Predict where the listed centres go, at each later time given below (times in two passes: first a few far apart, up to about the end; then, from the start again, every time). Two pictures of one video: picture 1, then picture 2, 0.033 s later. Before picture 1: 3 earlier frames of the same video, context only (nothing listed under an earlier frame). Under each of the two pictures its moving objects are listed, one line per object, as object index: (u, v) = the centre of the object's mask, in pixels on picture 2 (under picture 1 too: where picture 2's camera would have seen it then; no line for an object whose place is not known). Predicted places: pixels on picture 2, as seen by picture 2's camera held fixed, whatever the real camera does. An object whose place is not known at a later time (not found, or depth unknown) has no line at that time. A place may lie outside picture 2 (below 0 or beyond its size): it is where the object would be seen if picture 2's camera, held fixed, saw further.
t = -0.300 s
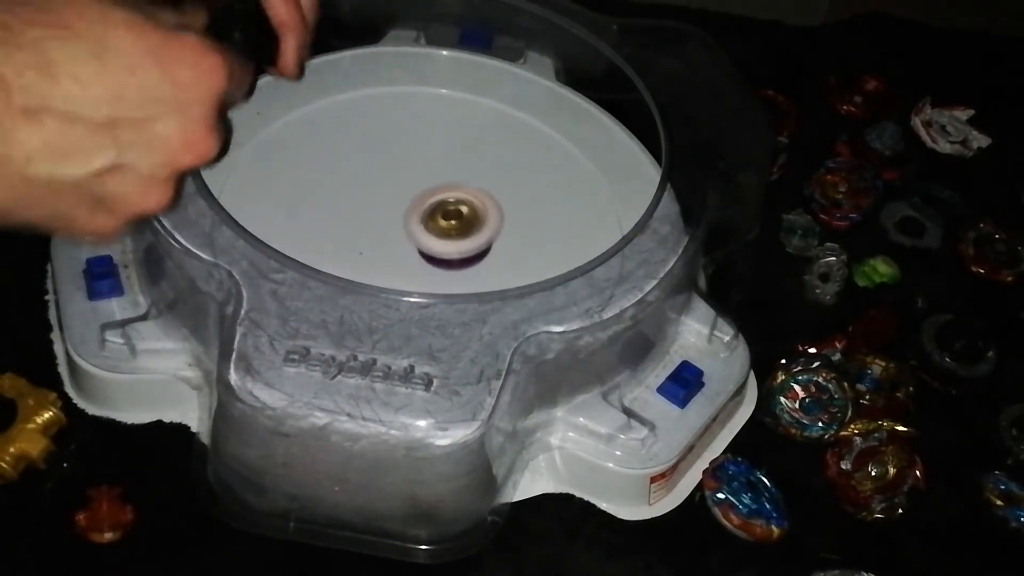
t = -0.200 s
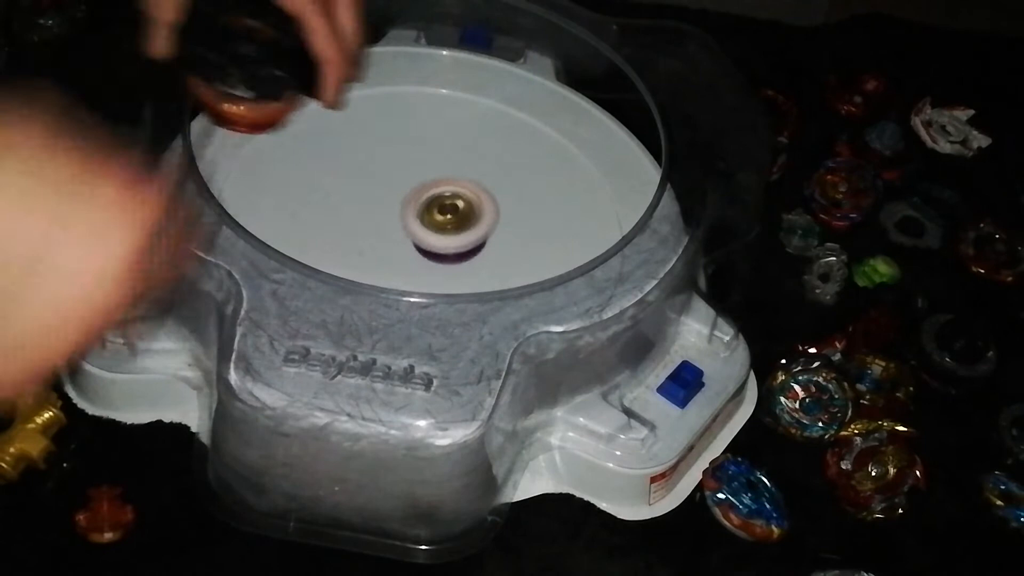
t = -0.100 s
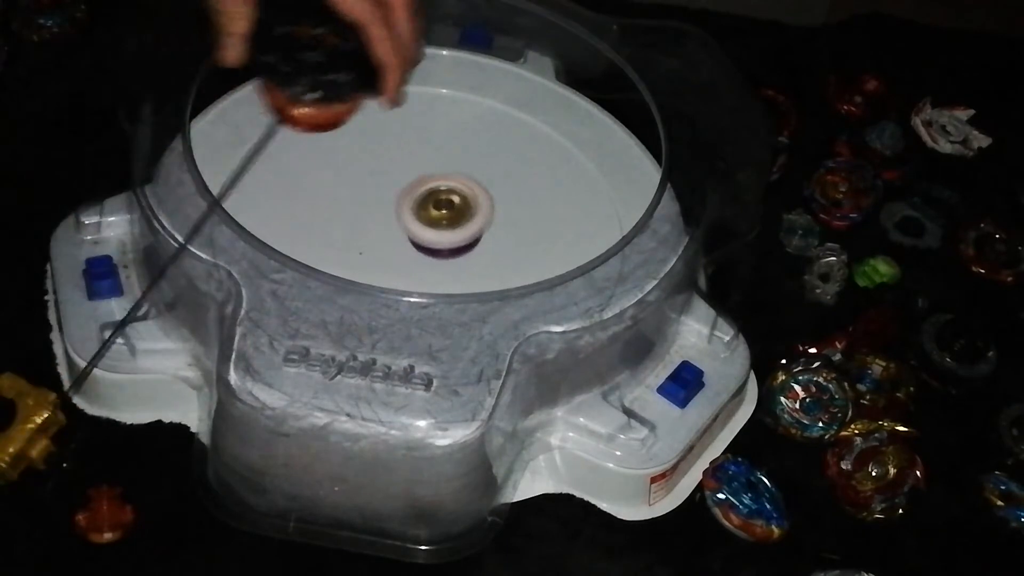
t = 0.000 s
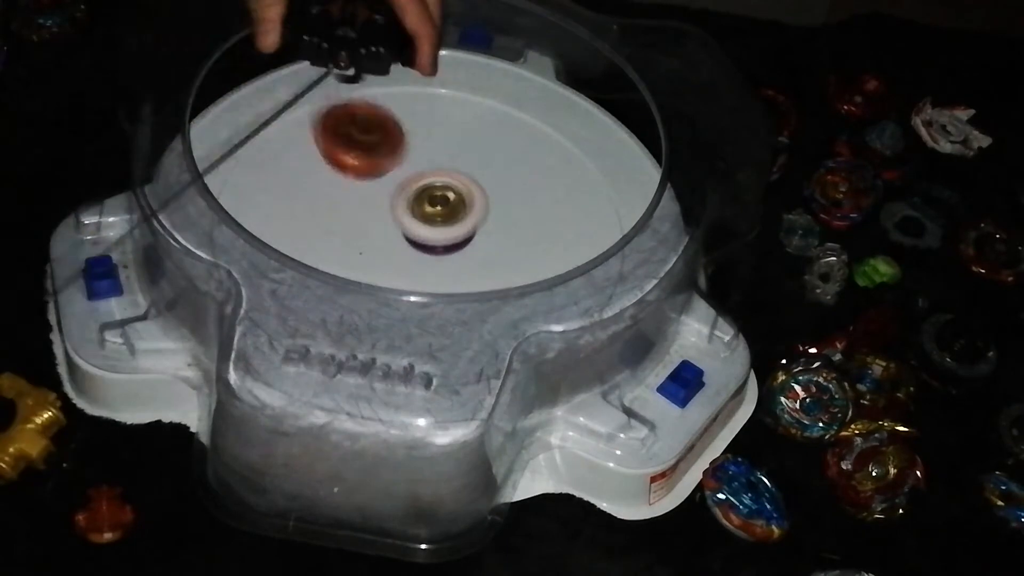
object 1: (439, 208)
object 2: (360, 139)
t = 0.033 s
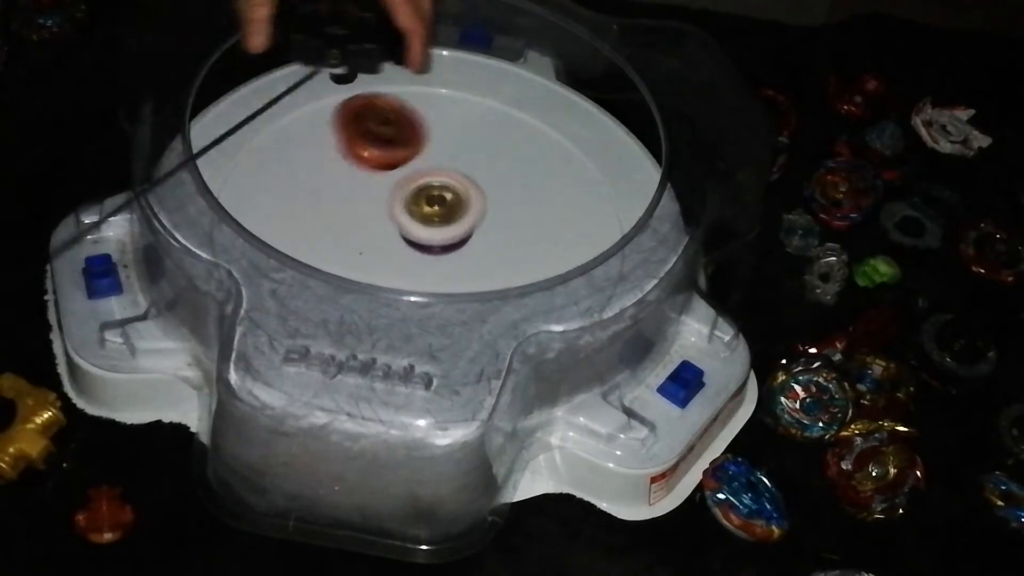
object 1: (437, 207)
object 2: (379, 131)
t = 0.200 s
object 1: (428, 210)
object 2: (460, 131)
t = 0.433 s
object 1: (418, 217)
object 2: (487, 159)
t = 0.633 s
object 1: (392, 238)
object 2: (512, 171)
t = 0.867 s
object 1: (385, 243)
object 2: (528, 209)
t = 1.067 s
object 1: (382, 239)
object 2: (507, 249)
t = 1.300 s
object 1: (374, 230)
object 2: (476, 281)
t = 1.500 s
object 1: (367, 195)
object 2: (433, 305)
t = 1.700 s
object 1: (372, 183)
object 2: (373, 281)
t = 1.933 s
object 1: (375, 181)
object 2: (319, 237)
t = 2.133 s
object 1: (383, 170)
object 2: (308, 215)
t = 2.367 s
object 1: (438, 145)
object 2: (302, 213)
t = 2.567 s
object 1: (449, 143)
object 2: (341, 199)
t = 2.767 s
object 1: (462, 144)
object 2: (380, 193)
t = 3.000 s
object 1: (474, 146)
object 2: (432, 214)
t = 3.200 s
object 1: (481, 153)
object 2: (475, 230)
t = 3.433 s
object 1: (480, 175)
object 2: (500, 249)
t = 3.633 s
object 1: (476, 194)
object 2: (499, 263)
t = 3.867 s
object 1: (467, 204)
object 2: (470, 295)
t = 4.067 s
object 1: (459, 215)
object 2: (421, 281)
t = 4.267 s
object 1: (456, 218)
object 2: (375, 256)
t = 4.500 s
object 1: (455, 220)
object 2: (351, 211)
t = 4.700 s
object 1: (452, 223)
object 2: (358, 172)
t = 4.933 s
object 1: (450, 225)
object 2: (395, 155)
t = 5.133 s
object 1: (458, 240)
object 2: (426, 155)
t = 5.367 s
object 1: (460, 258)
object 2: (451, 174)
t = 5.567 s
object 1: (460, 264)
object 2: (444, 175)
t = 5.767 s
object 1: (459, 266)
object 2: (438, 198)
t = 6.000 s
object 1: (455, 265)
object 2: (406, 194)
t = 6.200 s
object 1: (447, 265)
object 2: (389, 191)
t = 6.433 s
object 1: (437, 266)
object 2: (374, 177)
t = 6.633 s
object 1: (427, 265)
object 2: (382, 182)
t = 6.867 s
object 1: (417, 265)
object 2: (404, 198)
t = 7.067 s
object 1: (410, 268)
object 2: (414, 193)
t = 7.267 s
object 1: (402, 284)
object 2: (423, 193)
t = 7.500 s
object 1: (394, 285)
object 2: (422, 173)
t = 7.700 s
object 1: (396, 265)
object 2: (425, 184)
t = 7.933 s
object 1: (395, 256)
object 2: (432, 185)
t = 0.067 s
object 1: (434, 206)
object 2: (398, 130)
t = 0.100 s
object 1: (432, 206)
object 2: (417, 131)
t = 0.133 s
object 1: (431, 207)
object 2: (434, 131)
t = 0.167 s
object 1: (430, 209)
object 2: (448, 131)
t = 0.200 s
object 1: (428, 210)
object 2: (460, 131)
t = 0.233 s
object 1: (427, 211)
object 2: (469, 132)
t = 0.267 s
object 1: (425, 212)
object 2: (476, 134)
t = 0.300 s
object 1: (423, 213)
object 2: (481, 137)
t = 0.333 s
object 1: (421, 214)
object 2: (484, 141)
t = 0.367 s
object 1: (419, 215)
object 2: (486, 146)
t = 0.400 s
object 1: (419, 216)
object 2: (487, 152)
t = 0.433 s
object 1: (418, 217)
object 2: (487, 159)
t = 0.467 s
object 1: (417, 218)
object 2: (487, 165)
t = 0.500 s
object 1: (415, 220)
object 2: (487, 171)
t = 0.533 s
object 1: (406, 228)
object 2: (494, 170)
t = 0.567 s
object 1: (400, 232)
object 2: (501, 169)
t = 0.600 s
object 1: (396, 235)
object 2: (507, 170)
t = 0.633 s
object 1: (392, 238)
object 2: (512, 171)
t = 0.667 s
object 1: (390, 240)
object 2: (516, 174)
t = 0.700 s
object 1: (387, 241)
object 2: (520, 178)
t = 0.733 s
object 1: (386, 242)
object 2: (523, 183)
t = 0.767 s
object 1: (385, 243)
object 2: (526, 189)
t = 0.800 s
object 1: (385, 243)
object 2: (528, 195)
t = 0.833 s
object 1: (385, 243)
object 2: (528, 202)
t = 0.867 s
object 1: (385, 243)
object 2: (528, 209)
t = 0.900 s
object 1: (384, 242)
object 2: (527, 216)
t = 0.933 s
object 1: (384, 241)
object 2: (525, 223)
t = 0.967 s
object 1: (383, 241)
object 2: (522, 230)
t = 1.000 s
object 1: (383, 240)
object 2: (518, 237)
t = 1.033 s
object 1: (382, 240)
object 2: (513, 244)
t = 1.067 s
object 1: (382, 239)
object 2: (507, 249)
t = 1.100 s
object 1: (382, 239)
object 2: (501, 254)
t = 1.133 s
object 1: (382, 239)
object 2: (494, 257)
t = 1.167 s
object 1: (382, 239)
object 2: (488, 260)
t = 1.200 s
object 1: (382, 239)
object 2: (482, 262)
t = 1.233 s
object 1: (384, 239)
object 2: (476, 264)
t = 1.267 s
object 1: (384, 238)
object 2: (471, 267)
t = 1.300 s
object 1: (374, 230)
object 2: (476, 281)
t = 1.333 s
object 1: (363, 216)
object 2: (476, 294)
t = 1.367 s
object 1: (363, 211)
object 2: (471, 294)
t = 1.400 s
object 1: (364, 207)
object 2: (463, 295)
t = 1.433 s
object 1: (366, 203)
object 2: (453, 305)
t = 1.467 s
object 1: (367, 199)
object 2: (444, 305)
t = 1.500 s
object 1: (367, 195)
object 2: (433, 305)
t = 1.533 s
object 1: (368, 192)
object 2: (421, 304)
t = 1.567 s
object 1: (369, 189)
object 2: (413, 295)
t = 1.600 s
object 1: (370, 187)
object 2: (404, 292)
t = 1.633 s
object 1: (371, 185)
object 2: (392, 290)
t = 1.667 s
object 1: (371, 183)
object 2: (383, 286)
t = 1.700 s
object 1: (372, 183)
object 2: (373, 281)
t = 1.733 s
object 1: (372, 183)
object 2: (364, 275)
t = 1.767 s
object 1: (372, 183)
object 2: (355, 269)
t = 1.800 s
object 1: (373, 183)
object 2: (345, 264)
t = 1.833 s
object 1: (374, 183)
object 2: (340, 252)
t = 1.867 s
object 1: (375, 183)
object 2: (333, 248)
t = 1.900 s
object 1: (375, 183)
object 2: (326, 242)
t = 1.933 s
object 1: (375, 181)
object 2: (319, 237)
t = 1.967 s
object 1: (377, 177)
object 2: (312, 234)
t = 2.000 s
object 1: (379, 174)
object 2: (308, 231)
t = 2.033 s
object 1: (380, 173)
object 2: (306, 228)
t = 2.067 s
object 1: (381, 171)
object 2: (306, 224)
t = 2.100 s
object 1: (381, 171)
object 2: (307, 219)
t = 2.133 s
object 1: (383, 170)
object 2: (308, 215)
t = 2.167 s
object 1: (387, 167)
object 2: (309, 213)
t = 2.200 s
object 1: (389, 165)
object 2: (313, 211)
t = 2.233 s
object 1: (395, 162)
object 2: (310, 210)
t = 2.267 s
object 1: (410, 155)
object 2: (301, 213)
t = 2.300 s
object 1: (423, 150)
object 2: (298, 214)
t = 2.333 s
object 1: (432, 147)
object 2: (299, 214)
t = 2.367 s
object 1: (438, 145)
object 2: (302, 213)
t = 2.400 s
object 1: (443, 143)
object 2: (306, 211)
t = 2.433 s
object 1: (446, 142)
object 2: (312, 209)
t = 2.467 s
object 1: (448, 142)
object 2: (319, 207)
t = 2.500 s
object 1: (449, 142)
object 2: (326, 204)
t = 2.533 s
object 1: (449, 142)
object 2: (333, 202)
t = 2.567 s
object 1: (449, 143)
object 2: (341, 199)
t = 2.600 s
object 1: (450, 144)
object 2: (349, 196)
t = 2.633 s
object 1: (450, 144)
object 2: (357, 194)
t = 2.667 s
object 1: (451, 145)
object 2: (366, 191)
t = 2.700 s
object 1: (452, 145)
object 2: (375, 189)
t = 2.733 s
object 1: (457, 143)
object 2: (378, 190)
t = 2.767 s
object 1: (462, 144)
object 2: (380, 193)
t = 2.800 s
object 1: (465, 144)
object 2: (385, 195)
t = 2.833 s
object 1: (467, 144)
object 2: (392, 198)
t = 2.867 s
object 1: (469, 144)
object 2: (401, 200)
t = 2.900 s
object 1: (470, 145)
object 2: (409, 202)
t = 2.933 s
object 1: (470, 143)
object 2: (416, 206)
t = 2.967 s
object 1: (472, 145)
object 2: (424, 211)
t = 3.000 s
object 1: (474, 146)
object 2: (432, 214)
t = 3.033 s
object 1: (474, 146)
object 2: (440, 217)
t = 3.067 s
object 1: (476, 148)
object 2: (448, 220)
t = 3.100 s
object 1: (478, 148)
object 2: (456, 222)
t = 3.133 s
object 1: (478, 149)
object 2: (463, 225)
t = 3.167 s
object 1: (479, 151)
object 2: (469, 228)
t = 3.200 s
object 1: (481, 153)
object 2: (475, 230)
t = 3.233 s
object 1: (480, 155)
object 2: (480, 233)
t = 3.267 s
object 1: (481, 158)
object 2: (485, 235)
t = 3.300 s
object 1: (481, 161)
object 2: (488, 238)
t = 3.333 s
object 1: (481, 164)
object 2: (492, 240)
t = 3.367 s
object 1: (481, 168)
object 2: (495, 242)
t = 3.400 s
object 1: (481, 172)
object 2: (498, 245)
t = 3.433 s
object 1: (480, 175)
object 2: (500, 249)
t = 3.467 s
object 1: (480, 179)
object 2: (502, 251)
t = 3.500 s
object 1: (479, 181)
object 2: (502, 254)
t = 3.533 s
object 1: (478, 184)
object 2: (503, 257)
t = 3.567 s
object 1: (478, 187)
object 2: (503, 259)
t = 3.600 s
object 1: (476, 190)
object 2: (501, 261)
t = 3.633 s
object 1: (476, 194)
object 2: (499, 263)
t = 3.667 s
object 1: (475, 198)
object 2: (496, 264)
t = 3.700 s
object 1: (473, 199)
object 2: (493, 274)
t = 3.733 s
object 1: (469, 197)
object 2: (489, 283)
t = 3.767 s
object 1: (469, 199)
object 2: (486, 288)
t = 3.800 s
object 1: (469, 200)
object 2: (482, 292)
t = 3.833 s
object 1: (467, 202)
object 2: (476, 295)
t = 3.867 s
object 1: (467, 204)
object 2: (470, 295)
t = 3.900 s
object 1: (465, 205)
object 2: (463, 295)
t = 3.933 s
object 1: (464, 207)
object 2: (455, 293)
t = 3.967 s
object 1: (463, 209)
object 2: (447, 291)
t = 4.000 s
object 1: (462, 211)
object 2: (439, 288)
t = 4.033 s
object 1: (461, 213)
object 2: (430, 285)
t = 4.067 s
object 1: (459, 215)
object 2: (421, 281)
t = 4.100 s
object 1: (458, 215)
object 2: (412, 279)
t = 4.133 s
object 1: (456, 216)
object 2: (404, 277)
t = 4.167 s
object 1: (457, 216)
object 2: (396, 268)
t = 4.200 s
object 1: (455, 216)
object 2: (389, 264)
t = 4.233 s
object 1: (455, 217)
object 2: (381, 261)
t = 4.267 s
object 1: (456, 218)
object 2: (375, 256)
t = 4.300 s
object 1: (455, 217)
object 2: (369, 251)
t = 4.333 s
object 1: (454, 218)
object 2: (363, 246)
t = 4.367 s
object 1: (455, 219)
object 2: (359, 241)
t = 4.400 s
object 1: (455, 218)
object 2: (355, 234)
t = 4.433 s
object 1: (453, 219)
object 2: (353, 226)
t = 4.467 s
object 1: (454, 220)
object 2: (351, 219)
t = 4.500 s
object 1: (455, 220)
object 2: (351, 211)
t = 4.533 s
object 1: (453, 219)
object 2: (350, 204)
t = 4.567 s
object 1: (452, 220)
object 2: (350, 196)
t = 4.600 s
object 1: (453, 222)
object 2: (351, 189)
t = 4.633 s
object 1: (453, 221)
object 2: (353, 183)
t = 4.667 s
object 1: (452, 222)
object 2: (355, 177)
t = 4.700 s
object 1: (452, 223)
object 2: (358, 172)
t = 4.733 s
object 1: (453, 223)
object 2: (362, 167)
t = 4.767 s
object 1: (452, 223)
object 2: (366, 163)
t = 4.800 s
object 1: (451, 224)
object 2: (371, 160)
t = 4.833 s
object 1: (451, 225)
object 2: (376, 158)
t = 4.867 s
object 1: (452, 224)
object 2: (382, 156)
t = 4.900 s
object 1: (451, 224)
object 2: (388, 155)
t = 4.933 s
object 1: (450, 225)
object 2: (395, 155)
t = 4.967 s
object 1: (451, 225)
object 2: (402, 156)
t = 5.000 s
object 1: (452, 225)
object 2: (409, 156)
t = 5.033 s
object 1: (452, 225)
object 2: (415, 157)
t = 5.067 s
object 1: (455, 228)
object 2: (421, 158)
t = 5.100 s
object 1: (457, 233)
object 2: (424, 157)
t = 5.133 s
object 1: (458, 240)
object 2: (426, 155)
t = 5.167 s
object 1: (459, 245)
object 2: (428, 155)
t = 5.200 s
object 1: (461, 248)
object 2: (431, 159)
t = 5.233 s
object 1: (462, 250)
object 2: (434, 163)
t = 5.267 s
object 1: (462, 251)
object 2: (439, 167)
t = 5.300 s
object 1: (461, 251)
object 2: (448, 178)
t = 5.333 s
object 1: (459, 252)
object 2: (452, 180)
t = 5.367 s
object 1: (460, 258)
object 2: (451, 174)
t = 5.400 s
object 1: (462, 261)
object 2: (450, 168)
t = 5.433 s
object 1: (466, 262)
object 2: (449, 165)
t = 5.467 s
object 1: (466, 264)
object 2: (447, 165)
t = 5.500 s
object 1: (465, 263)
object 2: (445, 168)
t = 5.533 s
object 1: (462, 263)
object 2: (444, 171)
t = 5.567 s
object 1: (460, 264)
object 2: (444, 175)
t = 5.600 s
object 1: (459, 264)
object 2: (443, 180)
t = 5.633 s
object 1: (458, 263)
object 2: (443, 185)
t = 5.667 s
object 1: (456, 264)
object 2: (442, 190)
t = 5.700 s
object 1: (456, 264)
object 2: (441, 195)
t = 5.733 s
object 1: (456, 264)
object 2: (440, 198)
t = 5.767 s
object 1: (459, 266)
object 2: (438, 198)
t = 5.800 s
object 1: (462, 268)
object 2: (434, 193)
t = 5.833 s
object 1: (463, 268)
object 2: (429, 191)
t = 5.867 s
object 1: (459, 267)
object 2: (424, 190)
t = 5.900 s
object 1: (458, 267)
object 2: (419, 190)
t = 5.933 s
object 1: (459, 266)
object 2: (414, 191)
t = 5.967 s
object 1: (457, 265)
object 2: (410, 193)
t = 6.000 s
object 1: (455, 265)
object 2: (406, 194)
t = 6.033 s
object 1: (454, 265)
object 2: (404, 196)
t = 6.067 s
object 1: (451, 264)
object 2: (401, 199)
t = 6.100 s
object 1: (447, 264)
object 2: (399, 200)
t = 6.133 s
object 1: (445, 262)
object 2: (397, 202)
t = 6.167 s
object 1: (446, 264)
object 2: (394, 198)
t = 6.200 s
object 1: (447, 265)
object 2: (389, 191)
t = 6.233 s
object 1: (444, 265)
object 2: (385, 186)
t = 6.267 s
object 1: (442, 266)
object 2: (381, 183)
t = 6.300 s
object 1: (441, 266)
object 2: (377, 181)
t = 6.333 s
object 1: (441, 266)
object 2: (375, 179)
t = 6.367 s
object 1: (438, 265)
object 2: (374, 178)
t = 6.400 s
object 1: (436, 266)
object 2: (374, 177)
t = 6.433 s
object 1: (437, 266)
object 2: (374, 177)
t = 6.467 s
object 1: (436, 266)
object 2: (374, 177)
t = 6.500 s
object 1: (433, 265)
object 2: (375, 177)
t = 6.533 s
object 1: (432, 265)
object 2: (376, 178)
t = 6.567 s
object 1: (431, 265)
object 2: (377, 179)
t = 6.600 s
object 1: (428, 265)
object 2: (379, 180)
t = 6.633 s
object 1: (427, 265)
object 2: (382, 182)
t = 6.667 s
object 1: (427, 264)
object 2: (384, 184)
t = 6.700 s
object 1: (424, 264)
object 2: (387, 186)
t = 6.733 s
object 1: (422, 264)
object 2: (390, 189)
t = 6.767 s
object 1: (422, 264)
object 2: (393, 192)
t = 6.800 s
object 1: (420, 263)
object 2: (397, 194)
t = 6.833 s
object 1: (417, 263)
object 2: (400, 197)
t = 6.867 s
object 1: (417, 265)
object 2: (404, 198)
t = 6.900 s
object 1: (415, 276)
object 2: (407, 195)
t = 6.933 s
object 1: (414, 269)
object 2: (410, 191)
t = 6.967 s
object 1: (411, 276)
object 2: (412, 190)
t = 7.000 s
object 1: (411, 275)
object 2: (413, 190)
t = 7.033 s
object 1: (411, 276)
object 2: (413, 191)
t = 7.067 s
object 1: (410, 268)
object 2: (414, 193)
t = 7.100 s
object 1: (408, 267)
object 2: (415, 196)
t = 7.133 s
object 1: (406, 268)
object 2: (417, 199)
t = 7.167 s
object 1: (407, 267)
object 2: (418, 201)
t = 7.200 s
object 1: (407, 267)
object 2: (420, 203)
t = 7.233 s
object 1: (403, 274)
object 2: (421, 204)
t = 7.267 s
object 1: (402, 284)
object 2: (423, 193)
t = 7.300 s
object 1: (402, 288)
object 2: (425, 184)
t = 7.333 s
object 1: (402, 288)
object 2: (425, 178)
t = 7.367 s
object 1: (401, 287)
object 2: (424, 174)
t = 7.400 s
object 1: (398, 286)
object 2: (423, 172)
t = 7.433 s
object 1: (396, 286)
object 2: (422, 171)
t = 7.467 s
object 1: (395, 285)
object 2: (422, 172)
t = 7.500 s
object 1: (394, 285)
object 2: (422, 173)
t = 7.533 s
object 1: (393, 285)
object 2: (422, 174)
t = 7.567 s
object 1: (393, 284)
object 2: (423, 175)
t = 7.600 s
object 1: (395, 280)
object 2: (423, 177)
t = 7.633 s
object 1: (395, 277)
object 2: (424, 179)
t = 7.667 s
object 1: (394, 275)
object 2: (424, 181)
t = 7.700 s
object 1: (396, 265)
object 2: (425, 184)
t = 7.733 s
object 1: (396, 262)
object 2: (425, 187)
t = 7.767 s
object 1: (396, 259)
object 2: (425, 190)
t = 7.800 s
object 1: (394, 256)
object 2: (425, 192)
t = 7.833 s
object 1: (394, 256)
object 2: (428, 190)
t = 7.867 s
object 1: (393, 257)
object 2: (432, 187)
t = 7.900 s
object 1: (396, 257)
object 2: (433, 185)
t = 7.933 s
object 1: (395, 256)
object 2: (432, 185)
